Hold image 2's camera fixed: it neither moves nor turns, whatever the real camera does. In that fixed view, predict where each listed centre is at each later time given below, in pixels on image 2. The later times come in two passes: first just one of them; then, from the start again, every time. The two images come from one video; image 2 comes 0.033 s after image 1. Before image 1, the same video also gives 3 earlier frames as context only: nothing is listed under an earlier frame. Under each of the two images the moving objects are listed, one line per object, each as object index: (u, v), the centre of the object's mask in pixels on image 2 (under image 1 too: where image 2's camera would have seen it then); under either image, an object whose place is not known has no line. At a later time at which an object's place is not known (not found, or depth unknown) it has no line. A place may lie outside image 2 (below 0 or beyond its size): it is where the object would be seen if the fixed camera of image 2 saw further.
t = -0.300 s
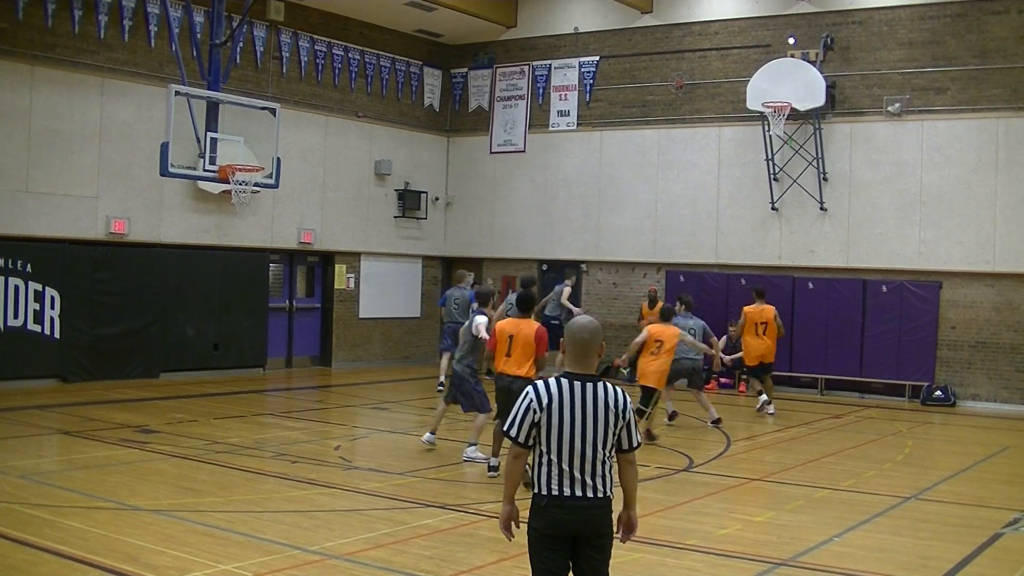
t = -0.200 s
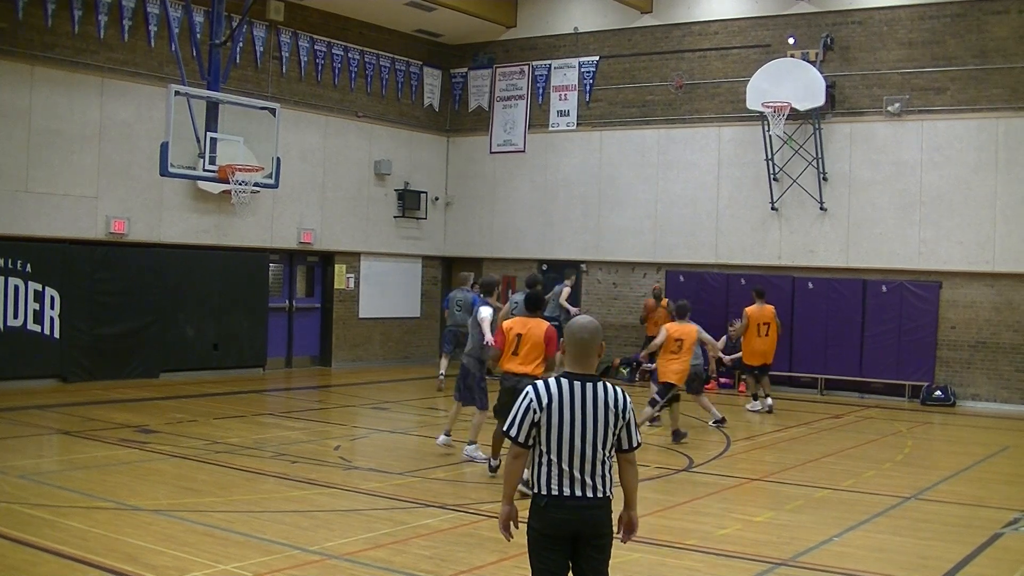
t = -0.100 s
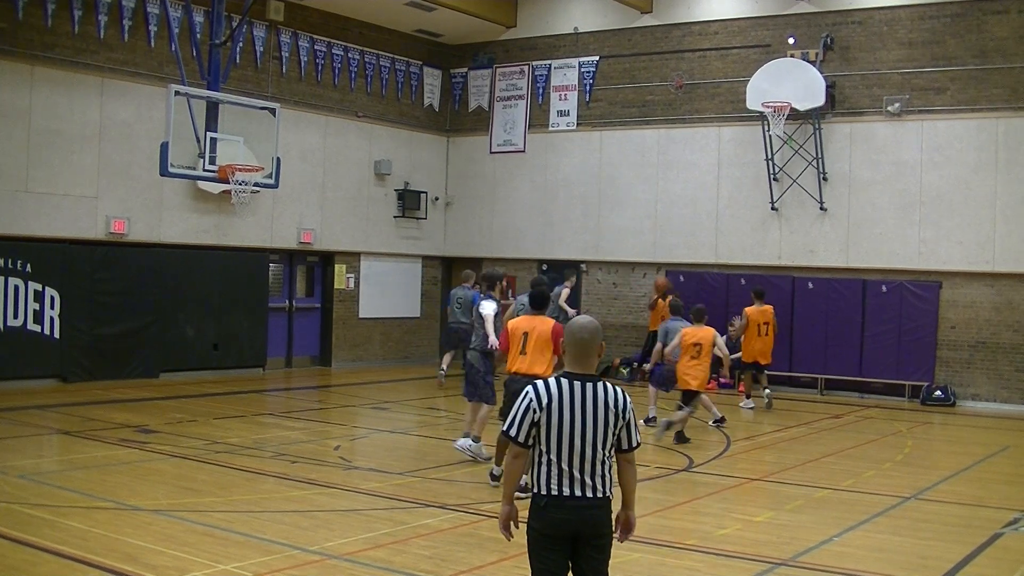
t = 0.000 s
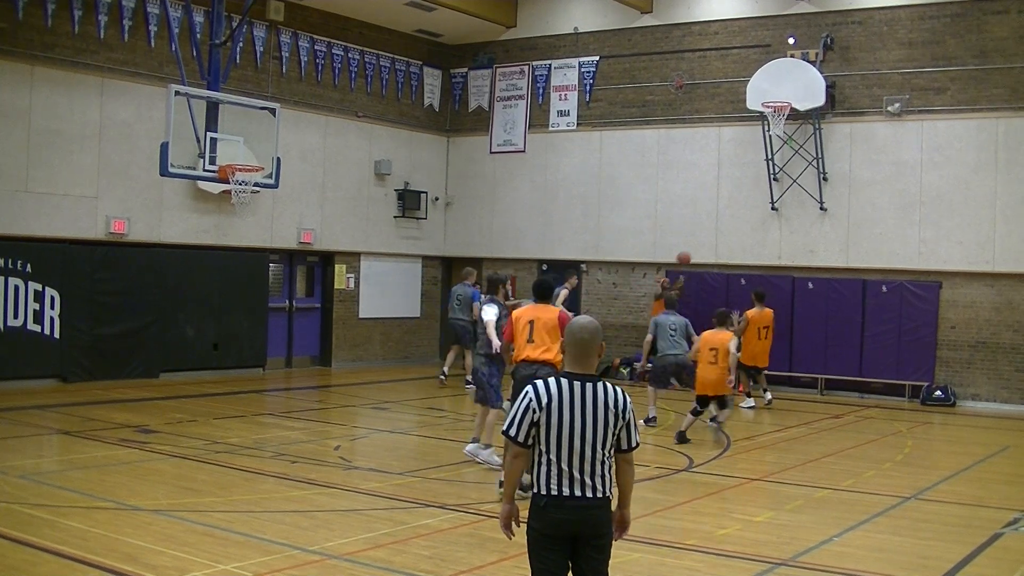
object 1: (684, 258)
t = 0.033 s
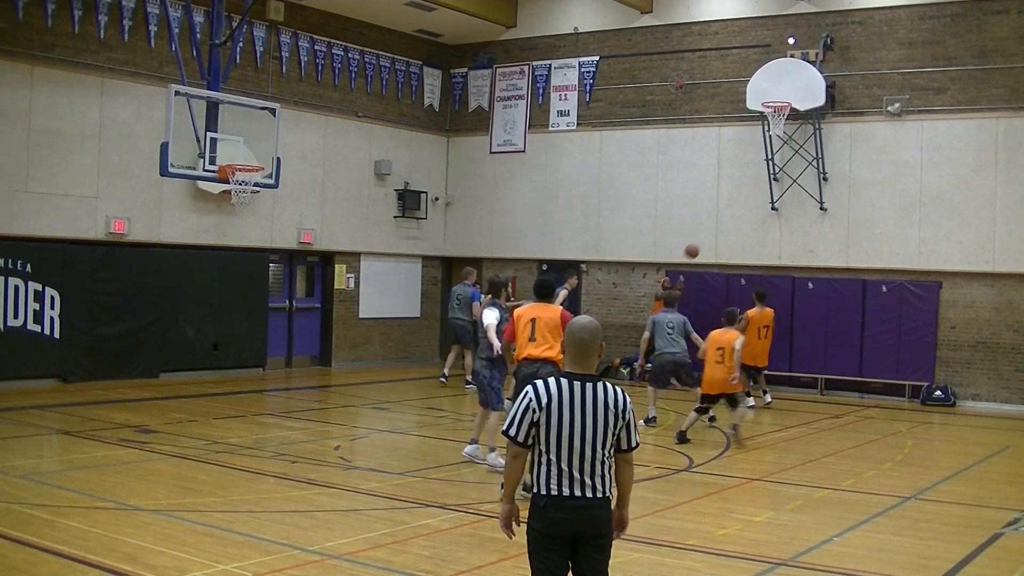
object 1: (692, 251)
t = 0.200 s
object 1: (736, 221)
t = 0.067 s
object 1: (700, 244)
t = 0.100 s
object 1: (708, 238)
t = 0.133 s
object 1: (717, 231)
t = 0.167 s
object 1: (727, 226)
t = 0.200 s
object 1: (736, 221)
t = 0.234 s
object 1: (744, 216)
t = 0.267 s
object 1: (753, 213)
